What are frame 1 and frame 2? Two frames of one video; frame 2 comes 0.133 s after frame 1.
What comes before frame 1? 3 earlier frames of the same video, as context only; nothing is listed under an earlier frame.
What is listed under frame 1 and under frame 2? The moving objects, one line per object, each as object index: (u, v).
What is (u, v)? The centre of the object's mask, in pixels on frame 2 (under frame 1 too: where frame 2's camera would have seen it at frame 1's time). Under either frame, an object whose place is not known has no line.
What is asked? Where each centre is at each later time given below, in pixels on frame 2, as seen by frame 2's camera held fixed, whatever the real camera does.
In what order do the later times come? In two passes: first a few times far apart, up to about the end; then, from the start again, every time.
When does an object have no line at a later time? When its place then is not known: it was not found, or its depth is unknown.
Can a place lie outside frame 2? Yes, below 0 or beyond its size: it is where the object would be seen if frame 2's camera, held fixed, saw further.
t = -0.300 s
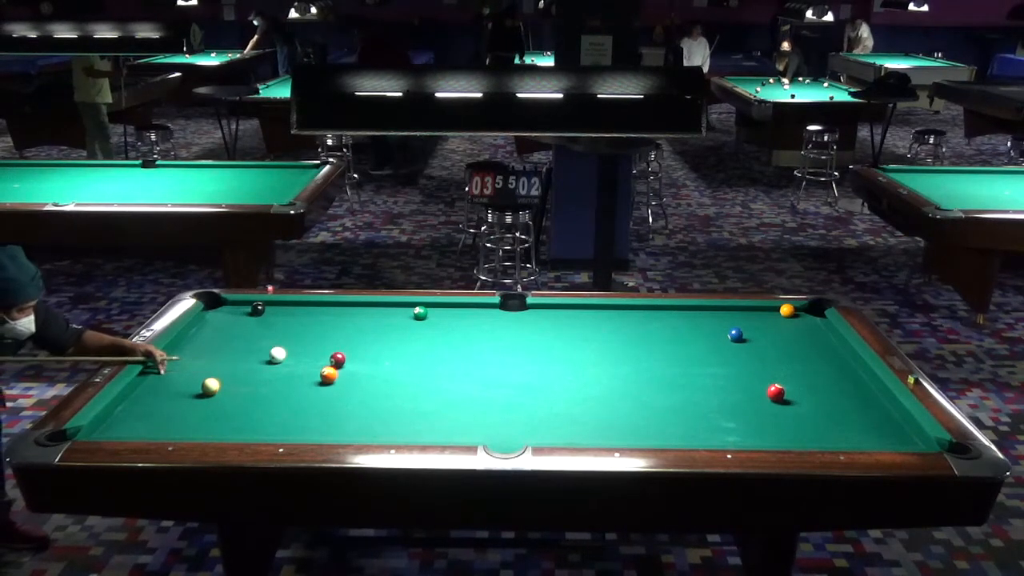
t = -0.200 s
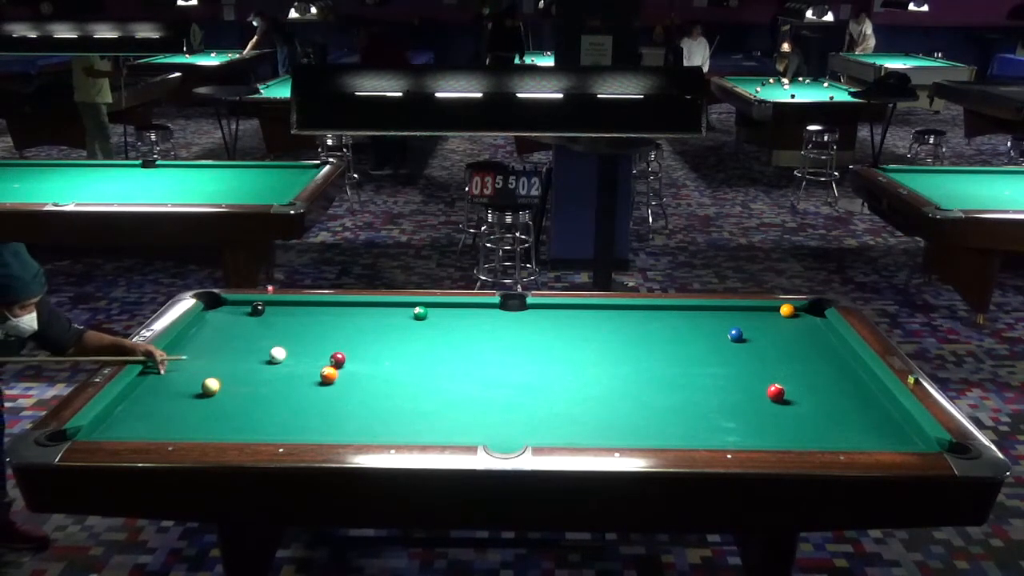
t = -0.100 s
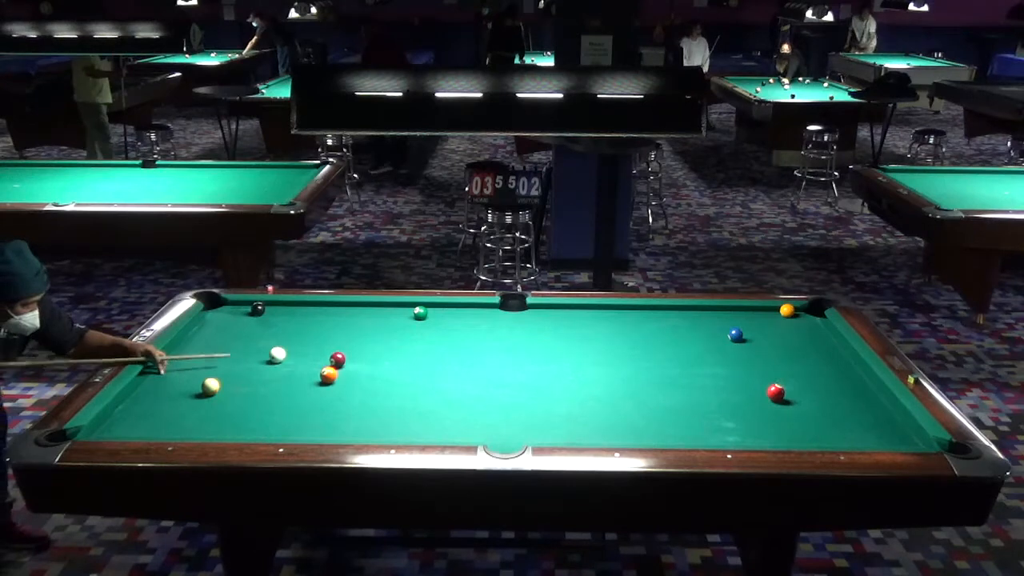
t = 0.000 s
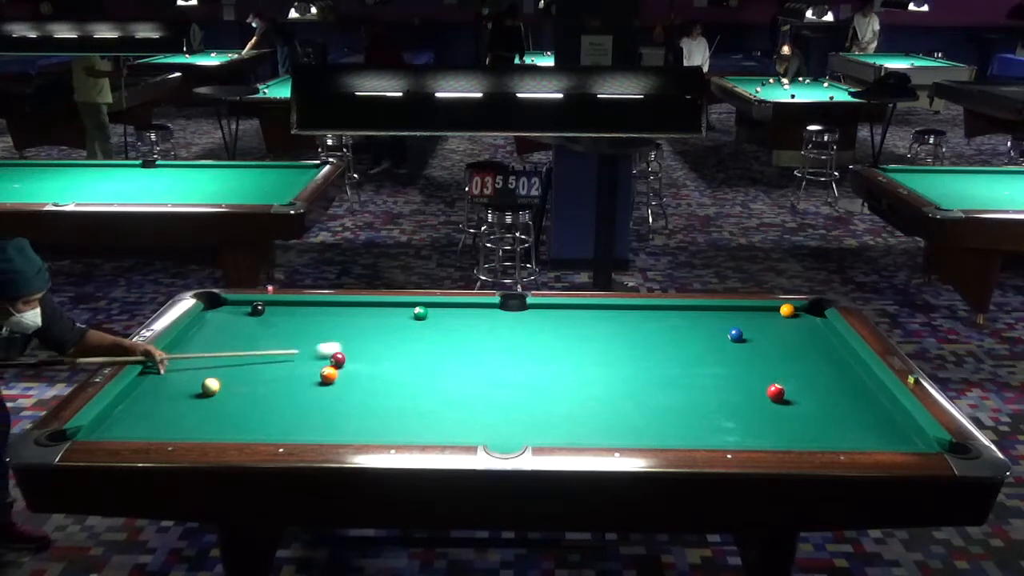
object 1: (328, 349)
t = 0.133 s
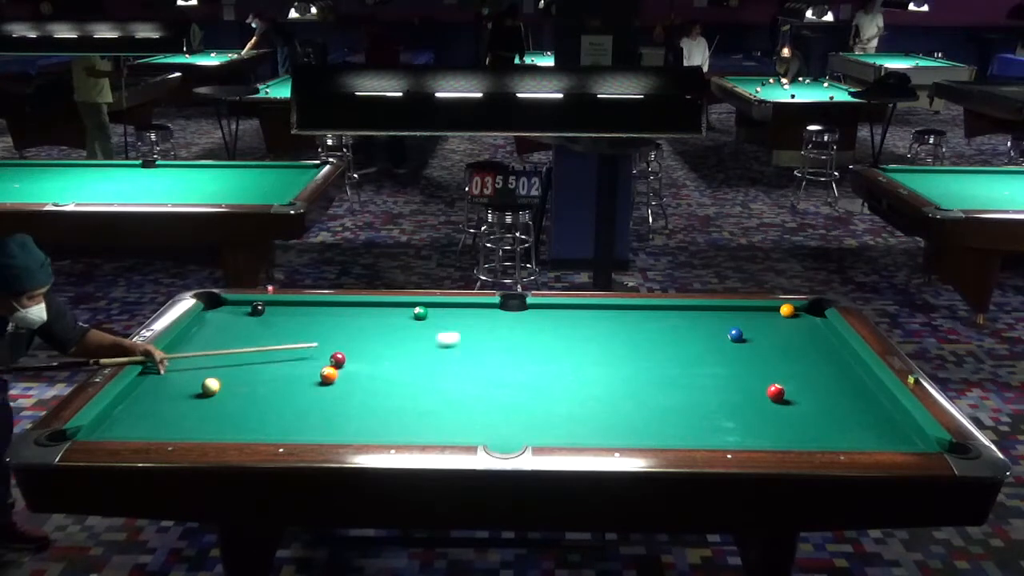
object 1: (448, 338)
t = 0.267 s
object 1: (558, 329)
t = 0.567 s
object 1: (773, 310)
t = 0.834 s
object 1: (790, 317)
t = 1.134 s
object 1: (818, 324)
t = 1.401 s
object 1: (801, 330)
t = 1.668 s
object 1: (784, 337)
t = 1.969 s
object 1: (766, 343)
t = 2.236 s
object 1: (750, 349)
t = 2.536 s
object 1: (732, 356)
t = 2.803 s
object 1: (718, 362)
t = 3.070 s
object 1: (704, 367)
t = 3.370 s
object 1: (688, 373)
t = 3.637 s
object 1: (676, 379)
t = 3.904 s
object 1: (664, 384)
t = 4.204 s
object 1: (652, 389)
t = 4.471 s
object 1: (642, 393)
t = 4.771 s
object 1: (632, 397)
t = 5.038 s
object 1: (624, 401)
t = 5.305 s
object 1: (617, 404)
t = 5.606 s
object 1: (611, 407)
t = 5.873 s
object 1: (607, 409)
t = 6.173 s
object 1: (604, 411)
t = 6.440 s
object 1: (602, 412)
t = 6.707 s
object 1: (601, 413)
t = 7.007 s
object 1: (601, 413)
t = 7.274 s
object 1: (601, 413)
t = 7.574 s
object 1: (601, 413)
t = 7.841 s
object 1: (601, 413)
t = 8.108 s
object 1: (601, 413)
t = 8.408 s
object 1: (601, 413)
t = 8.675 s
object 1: (601, 413)
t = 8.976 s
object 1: (601, 413)
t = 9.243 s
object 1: (601, 413)
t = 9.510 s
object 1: (601, 413)
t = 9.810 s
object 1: (601, 413)
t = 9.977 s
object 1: (601, 413)
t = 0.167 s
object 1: (476, 336)
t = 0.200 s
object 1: (503, 333)
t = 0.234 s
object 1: (531, 331)
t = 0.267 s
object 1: (558, 329)
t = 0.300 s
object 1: (584, 326)
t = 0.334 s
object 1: (610, 324)
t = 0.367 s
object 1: (635, 322)
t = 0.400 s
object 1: (661, 320)
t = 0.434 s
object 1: (685, 318)
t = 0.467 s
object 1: (709, 315)
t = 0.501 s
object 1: (734, 313)
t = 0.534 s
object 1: (757, 312)
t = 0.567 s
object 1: (773, 310)
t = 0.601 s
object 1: (772, 309)
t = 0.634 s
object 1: (773, 310)
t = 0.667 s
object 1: (774, 311)
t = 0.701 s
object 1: (776, 313)
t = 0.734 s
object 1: (779, 314)
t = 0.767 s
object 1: (782, 315)
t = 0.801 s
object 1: (786, 316)
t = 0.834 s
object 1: (790, 317)
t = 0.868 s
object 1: (796, 318)
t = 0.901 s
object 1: (801, 318)
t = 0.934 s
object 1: (807, 319)
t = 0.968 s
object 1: (812, 320)
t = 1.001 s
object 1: (818, 321)
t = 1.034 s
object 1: (823, 321)
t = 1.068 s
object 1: (823, 322)
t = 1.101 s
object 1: (821, 323)
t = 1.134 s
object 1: (818, 324)
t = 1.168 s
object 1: (816, 324)
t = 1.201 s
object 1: (814, 325)
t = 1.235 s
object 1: (812, 326)
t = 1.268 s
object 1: (810, 327)
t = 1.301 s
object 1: (808, 328)
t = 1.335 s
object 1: (806, 329)
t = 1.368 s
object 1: (803, 330)
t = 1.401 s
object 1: (801, 330)
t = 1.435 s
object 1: (799, 331)
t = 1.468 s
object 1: (797, 332)
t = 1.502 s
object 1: (795, 333)
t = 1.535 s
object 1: (793, 333)
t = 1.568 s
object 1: (791, 334)
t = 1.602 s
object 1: (789, 335)
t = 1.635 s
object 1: (786, 336)
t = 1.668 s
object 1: (784, 337)
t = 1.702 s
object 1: (783, 337)
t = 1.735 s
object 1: (780, 338)
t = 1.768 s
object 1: (778, 339)
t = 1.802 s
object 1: (776, 340)
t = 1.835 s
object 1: (774, 341)
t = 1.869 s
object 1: (772, 341)
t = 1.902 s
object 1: (770, 342)
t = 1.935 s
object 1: (768, 343)
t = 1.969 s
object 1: (766, 343)
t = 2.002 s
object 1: (764, 344)
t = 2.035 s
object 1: (762, 345)
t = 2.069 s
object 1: (760, 346)
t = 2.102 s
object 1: (758, 346)
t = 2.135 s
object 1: (756, 347)
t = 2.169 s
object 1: (754, 348)
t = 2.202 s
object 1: (752, 349)
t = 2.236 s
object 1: (750, 349)
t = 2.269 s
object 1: (748, 350)
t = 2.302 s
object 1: (746, 351)
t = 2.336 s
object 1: (744, 352)
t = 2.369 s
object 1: (742, 352)
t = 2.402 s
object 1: (740, 353)
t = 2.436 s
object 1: (738, 354)
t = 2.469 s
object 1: (736, 354)
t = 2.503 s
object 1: (734, 355)
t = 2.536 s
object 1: (732, 356)
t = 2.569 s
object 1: (731, 357)
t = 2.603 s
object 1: (729, 357)
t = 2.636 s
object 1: (727, 358)
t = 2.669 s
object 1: (725, 359)
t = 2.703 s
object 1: (723, 360)
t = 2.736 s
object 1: (721, 360)
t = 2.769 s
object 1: (719, 361)
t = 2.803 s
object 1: (718, 362)
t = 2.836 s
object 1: (716, 362)
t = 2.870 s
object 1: (714, 363)
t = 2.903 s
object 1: (712, 364)
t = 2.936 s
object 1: (711, 364)
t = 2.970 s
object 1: (709, 365)
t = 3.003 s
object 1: (707, 366)
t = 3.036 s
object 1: (705, 367)
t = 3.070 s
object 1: (704, 367)
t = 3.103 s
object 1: (702, 368)
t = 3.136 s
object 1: (700, 369)
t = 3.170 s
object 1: (699, 369)
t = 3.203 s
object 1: (697, 370)
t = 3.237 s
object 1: (695, 371)
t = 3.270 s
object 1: (694, 371)
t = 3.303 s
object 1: (692, 372)
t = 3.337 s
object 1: (690, 373)
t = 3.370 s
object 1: (688, 373)
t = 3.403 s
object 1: (687, 374)
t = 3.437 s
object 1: (685, 375)
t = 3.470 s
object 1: (684, 375)
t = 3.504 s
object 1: (682, 376)
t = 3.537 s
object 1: (681, 377)
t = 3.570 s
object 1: (679, 377)
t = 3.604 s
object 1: (678, 378)
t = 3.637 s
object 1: (676, 379)
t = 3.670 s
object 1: (675, 379)
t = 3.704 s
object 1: (673, 380)
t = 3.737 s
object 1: (672, 381)
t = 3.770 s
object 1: (670, 381)
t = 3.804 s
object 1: (669, 382)
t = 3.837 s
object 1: (667, 382)
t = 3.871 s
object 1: (666, 383)
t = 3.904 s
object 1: (664, 384)
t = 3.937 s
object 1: (663, 384)
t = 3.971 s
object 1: (662, 385)
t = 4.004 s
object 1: (660, 385)
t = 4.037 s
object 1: (659, 386)
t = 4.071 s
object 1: (658, 386)
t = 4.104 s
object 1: (656, 387)
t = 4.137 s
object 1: (655, 388)
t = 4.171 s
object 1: (653, 388)
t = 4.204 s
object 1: (652, 389)
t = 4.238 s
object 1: (650, 389)
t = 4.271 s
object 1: (649, 390)
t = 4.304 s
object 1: (648, 391)
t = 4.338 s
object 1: (647, 391)
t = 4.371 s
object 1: (645, 392)
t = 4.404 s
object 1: (644, 392)
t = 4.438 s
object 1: (643, 393)
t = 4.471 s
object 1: (642, 393)
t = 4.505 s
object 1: (641, 394)
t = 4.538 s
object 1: (639, 394)
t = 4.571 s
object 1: (638, 395)
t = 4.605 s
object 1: (637, 395)
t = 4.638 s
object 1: (636, 396)
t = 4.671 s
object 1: (635, 396)
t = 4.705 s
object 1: (634, 397)
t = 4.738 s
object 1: (633, 397)
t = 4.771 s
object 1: (632, 397)
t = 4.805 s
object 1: (631, 398)
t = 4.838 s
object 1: (629, 398)
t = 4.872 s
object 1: (629, 399)
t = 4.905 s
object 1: (627, 400)
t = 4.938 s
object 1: (626, 400)
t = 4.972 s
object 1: (625, 400)
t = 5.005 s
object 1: (625, 401)
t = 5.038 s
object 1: (624, 401)
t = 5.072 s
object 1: (623, 401)
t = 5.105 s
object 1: (622, 402)
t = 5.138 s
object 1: (621, 402)
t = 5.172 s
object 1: (620, 403)
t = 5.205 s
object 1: (619, 403)
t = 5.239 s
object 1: (618, 403)
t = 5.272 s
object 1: (618, 404)
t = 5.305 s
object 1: (617, 404)
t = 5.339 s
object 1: (617, 405)
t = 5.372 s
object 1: (616, 405)
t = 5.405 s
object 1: (615, 406)
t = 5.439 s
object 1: (614, 406)
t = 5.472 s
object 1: (614, 406)
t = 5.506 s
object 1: (613, 406)
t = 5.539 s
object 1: (612, 406)
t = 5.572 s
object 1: (612, 407)
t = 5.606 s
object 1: (611, 407)
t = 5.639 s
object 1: (611, 407)
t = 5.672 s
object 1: (610, 408)
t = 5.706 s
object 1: (609, 408)
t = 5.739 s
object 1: (609, 408)
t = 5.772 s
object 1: (608, 409)
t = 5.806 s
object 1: (608, 409)
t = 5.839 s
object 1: (607, 409)
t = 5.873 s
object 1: (607, 409)
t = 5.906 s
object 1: (607, 410)
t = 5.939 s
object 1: (606, 410)
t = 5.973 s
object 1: (606, 410)
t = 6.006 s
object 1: (605, 410)
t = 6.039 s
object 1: (605, 411)
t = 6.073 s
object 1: (605, 411)
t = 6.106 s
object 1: (604, 411)
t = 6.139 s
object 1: (604, 411)
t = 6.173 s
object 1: (604, 411)
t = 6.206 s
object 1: (603, 411)
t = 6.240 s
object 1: (603, 412)
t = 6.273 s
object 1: (603, 412)
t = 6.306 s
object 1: (603, 412)
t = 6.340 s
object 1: (602, 412)
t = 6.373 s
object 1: (602, 412)
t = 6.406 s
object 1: (602, 412)
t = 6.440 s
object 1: (602, 412)
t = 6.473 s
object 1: (602, 412)
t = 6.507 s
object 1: (602, 413)
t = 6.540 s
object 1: (602, 413)
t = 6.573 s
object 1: (602, 413)
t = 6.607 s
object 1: (601, 413)
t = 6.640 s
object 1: (602, 413)
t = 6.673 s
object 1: (602, 413)
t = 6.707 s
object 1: (601, 413)
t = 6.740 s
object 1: (601, 413)
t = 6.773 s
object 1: (601, 413)
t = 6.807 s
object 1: (601, 413)
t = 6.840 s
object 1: (601, 413)
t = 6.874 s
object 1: (601, 413)
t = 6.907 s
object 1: (601, 413)
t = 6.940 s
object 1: (601, 413)
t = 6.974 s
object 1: (601, 413)
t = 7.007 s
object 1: (601, 413)
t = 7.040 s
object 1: (601, 413)
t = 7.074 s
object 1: (601, 413)
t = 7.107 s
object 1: (601, 413)
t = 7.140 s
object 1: (601, 413)
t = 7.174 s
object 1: (601, 413)
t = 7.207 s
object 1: (601, 413)
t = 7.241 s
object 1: (601, 413)
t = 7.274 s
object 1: (601, 413)
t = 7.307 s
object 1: (601, 413)
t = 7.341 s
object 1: (601, 413)
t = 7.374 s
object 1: (601, 413)
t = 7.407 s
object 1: (601, 413)
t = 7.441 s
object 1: (601, 413)
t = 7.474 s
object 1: (601, 413)
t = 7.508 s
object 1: (601, 413)
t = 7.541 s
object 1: (601, 413)
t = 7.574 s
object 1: (601, 413)
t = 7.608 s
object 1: (601, 413)
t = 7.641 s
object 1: (601, 413)
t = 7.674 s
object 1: (601, 413)
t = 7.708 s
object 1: (601, 413)
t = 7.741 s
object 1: (601, 413)
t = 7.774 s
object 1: (601, 413)
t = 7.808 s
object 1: (601, 413)
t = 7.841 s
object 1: (601, 413)
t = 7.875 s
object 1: (601, 413)
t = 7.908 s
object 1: (601, 413)
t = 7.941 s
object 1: (601, 413)
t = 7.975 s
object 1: (601, 413)
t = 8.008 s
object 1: (601, 413)
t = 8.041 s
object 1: (601, 413)
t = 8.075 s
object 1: (601, 413)
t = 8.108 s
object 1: (601, 413)
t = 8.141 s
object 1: (601, 413)
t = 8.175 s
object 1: (601, 413)
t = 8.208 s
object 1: (601, 413)
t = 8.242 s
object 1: (601, 413)
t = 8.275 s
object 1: (601, 413)
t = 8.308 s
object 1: (601, 413)
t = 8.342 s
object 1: (601, 413)
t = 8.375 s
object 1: (601, 413)
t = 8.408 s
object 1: (601, 413)
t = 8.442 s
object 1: (601, 413)
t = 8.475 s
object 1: (601, 413)
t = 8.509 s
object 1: (601, 413)
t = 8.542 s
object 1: (601, 413)
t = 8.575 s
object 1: (601, 413)
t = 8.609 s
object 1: (601, 413)
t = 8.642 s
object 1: (601, 413)
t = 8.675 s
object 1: (601, 413)
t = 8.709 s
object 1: (601, 413)
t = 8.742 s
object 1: (601, 413)
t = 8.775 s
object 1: (601, 413)
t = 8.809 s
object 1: (601, 413)
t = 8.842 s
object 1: (601, 413)
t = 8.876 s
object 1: (601, 413)
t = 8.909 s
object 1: (601, 413)
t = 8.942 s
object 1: (601, 413)
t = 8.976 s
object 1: (601, 413)
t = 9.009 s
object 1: (601, 413)
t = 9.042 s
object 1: (602, 413)
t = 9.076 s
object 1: (601, 413)
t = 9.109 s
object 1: (601, 413)
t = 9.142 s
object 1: (601, 413)
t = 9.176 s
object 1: (601, 413)
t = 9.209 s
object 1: (601, 413)
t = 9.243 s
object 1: (601, 413)
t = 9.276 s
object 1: (601, 413)
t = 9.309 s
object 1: (601, 413)
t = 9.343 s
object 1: (601, 413)
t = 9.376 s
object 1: (601, 413)
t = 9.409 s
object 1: (601, 413)
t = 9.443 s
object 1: (601, 413)
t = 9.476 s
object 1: (601, 413)
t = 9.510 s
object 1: (601, 413)
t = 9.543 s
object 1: (601, 413)
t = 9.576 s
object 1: (601, 413)
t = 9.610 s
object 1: (601, 413)
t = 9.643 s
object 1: (601, 413)
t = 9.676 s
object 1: (601, 413)
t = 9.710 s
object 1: (601, 413)
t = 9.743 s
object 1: (601, 413)
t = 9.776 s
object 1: (601, 413)
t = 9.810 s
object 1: (601, 413)
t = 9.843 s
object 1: (601, 413)
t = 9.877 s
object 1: (601, 413)
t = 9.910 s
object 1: (601, 413)
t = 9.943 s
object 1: (601, 413)
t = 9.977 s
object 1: (601, 413)
